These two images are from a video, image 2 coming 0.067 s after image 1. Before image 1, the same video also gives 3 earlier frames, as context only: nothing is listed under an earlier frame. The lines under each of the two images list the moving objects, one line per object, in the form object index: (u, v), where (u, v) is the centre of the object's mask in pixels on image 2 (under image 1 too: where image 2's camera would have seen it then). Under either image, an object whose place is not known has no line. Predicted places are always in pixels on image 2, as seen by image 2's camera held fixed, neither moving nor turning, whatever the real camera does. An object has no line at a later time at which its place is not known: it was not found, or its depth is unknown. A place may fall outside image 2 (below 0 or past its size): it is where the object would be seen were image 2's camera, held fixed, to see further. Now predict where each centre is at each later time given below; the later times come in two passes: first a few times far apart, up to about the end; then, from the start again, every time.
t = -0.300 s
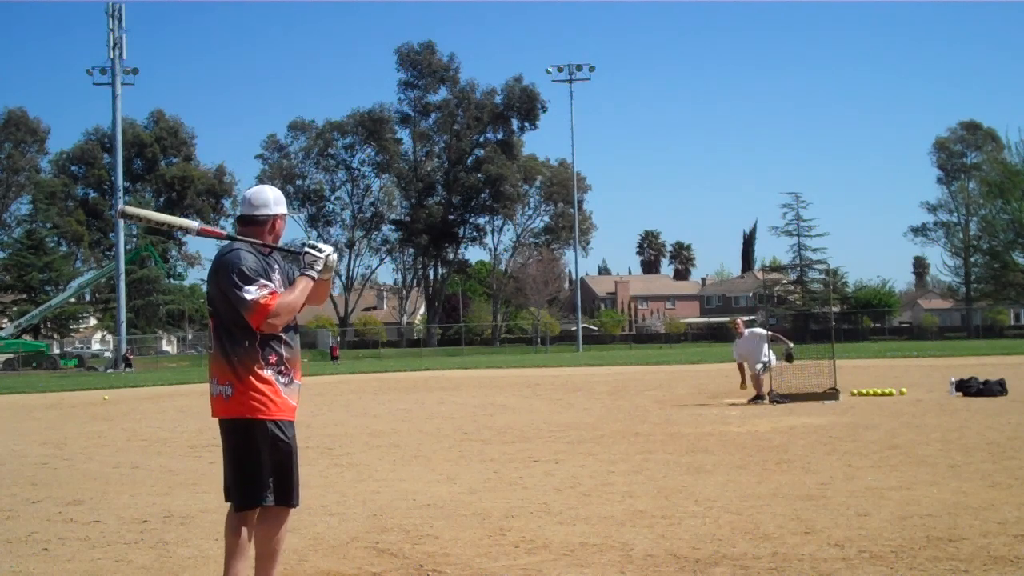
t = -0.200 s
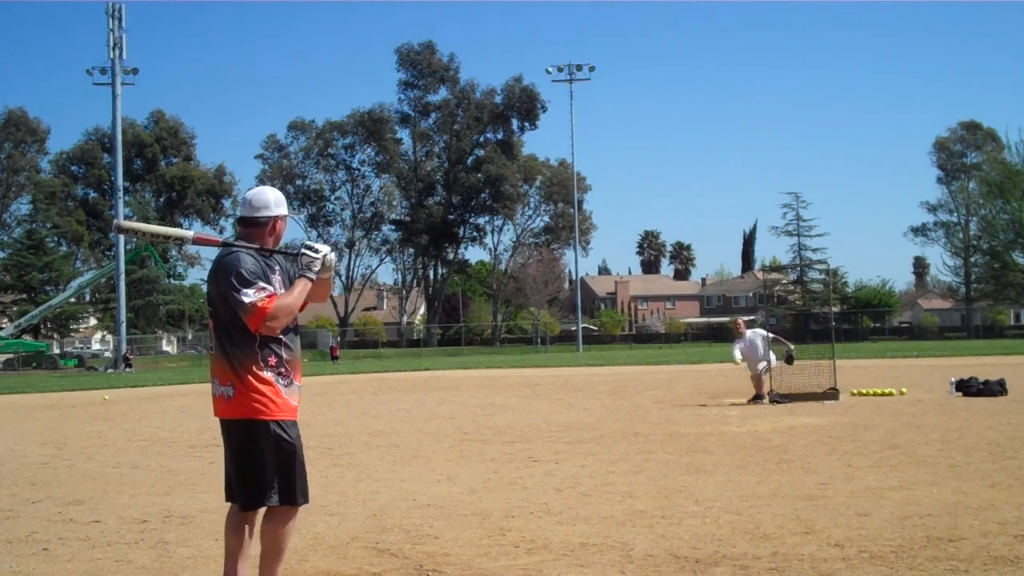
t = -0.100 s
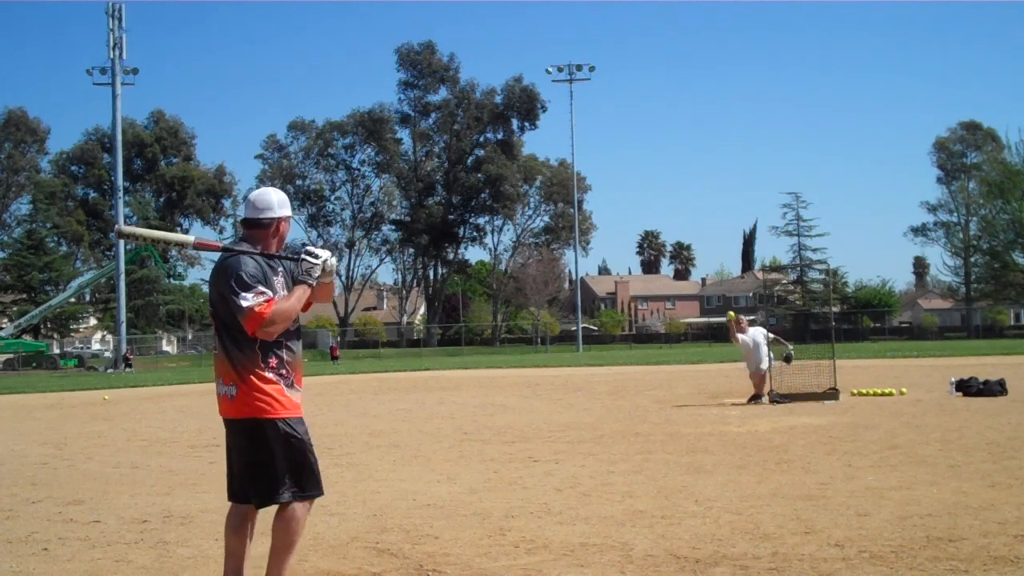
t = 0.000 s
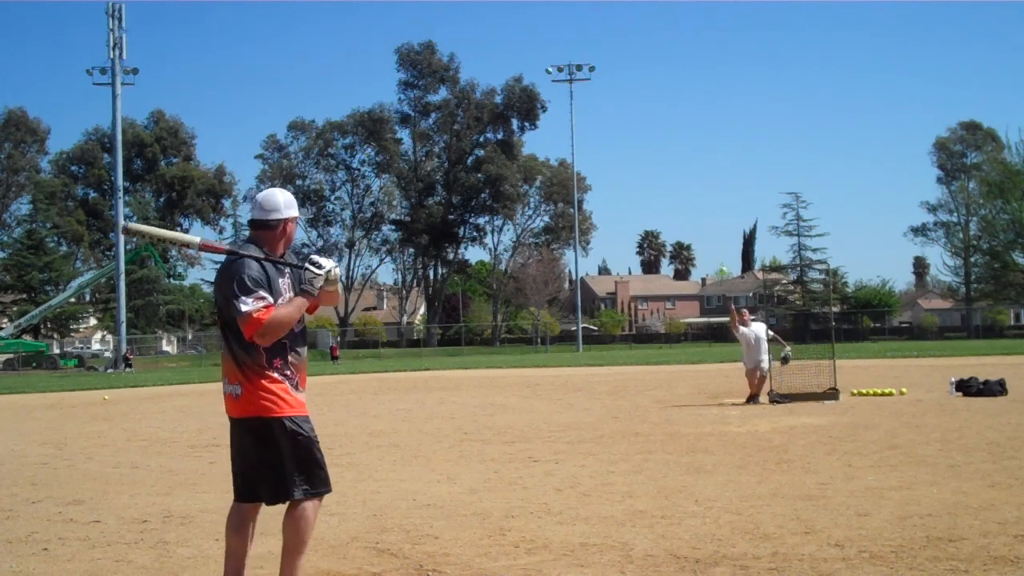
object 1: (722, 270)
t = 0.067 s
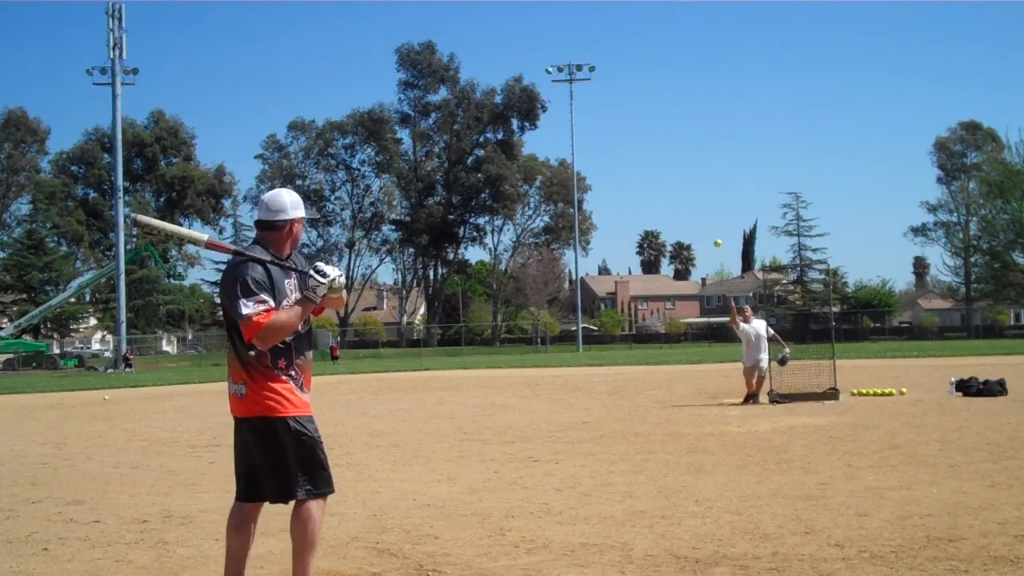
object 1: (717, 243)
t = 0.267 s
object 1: (700, 171)
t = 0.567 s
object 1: (666, 107)
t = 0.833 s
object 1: (624, 130)
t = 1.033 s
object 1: (578, 243)
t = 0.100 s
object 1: (715, 230)
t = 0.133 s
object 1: (712, 217)
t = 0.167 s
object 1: (709, 205)
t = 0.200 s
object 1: (706, 193)
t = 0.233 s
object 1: (703, 182)
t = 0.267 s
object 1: (700, 171)
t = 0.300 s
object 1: (696, 161)
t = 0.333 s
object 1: (693, 151)
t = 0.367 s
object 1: (689, 143)
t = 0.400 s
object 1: (686, 134)
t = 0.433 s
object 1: (682, 127)
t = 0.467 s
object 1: (678, 120)
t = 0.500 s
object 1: (674, 115)
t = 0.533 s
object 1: (670, 111)
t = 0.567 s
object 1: (666, 107)
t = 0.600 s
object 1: (661, 105)
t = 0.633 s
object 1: (656, 104)
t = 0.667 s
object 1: (652, 104)
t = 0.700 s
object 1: (647, 106)
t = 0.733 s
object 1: (641, 109)
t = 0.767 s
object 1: (636, 114)
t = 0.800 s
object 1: (630, 121)
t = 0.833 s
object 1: (624, 130)
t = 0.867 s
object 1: (617, 141)
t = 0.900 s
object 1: (610, 155)
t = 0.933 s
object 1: (603, 172)
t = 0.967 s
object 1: (595, 192)
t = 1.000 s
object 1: (586, 215)
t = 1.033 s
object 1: (578, 243)
